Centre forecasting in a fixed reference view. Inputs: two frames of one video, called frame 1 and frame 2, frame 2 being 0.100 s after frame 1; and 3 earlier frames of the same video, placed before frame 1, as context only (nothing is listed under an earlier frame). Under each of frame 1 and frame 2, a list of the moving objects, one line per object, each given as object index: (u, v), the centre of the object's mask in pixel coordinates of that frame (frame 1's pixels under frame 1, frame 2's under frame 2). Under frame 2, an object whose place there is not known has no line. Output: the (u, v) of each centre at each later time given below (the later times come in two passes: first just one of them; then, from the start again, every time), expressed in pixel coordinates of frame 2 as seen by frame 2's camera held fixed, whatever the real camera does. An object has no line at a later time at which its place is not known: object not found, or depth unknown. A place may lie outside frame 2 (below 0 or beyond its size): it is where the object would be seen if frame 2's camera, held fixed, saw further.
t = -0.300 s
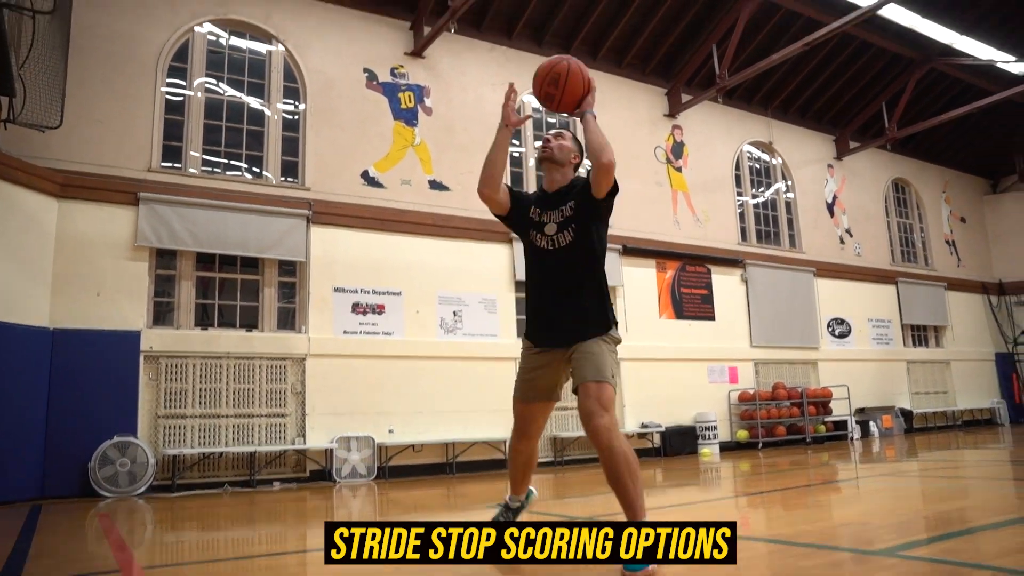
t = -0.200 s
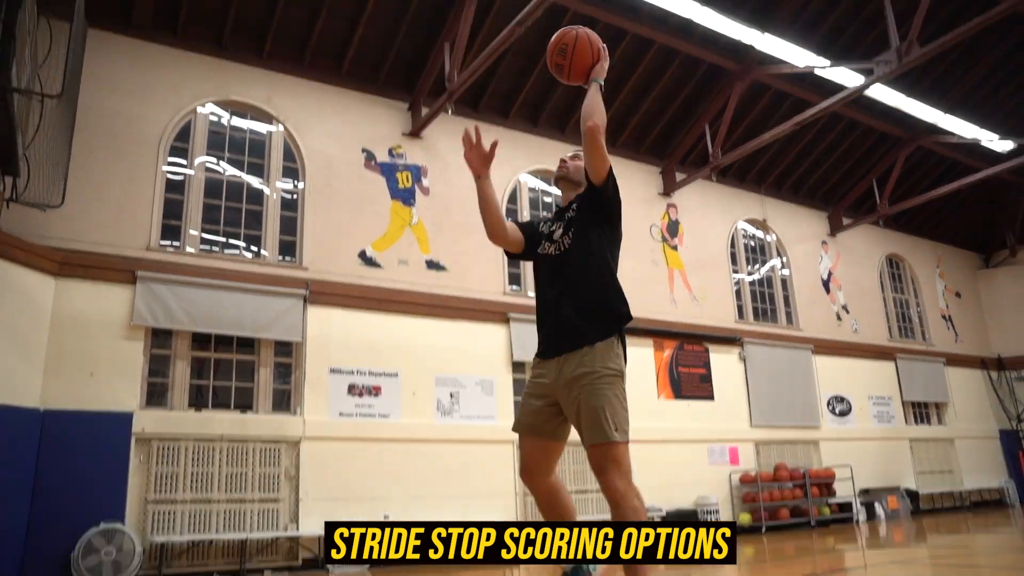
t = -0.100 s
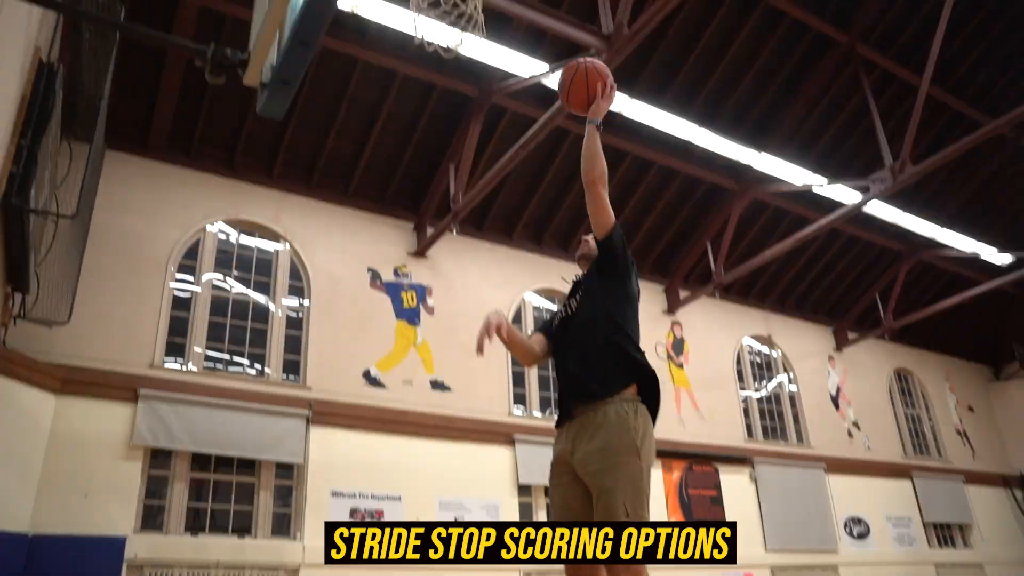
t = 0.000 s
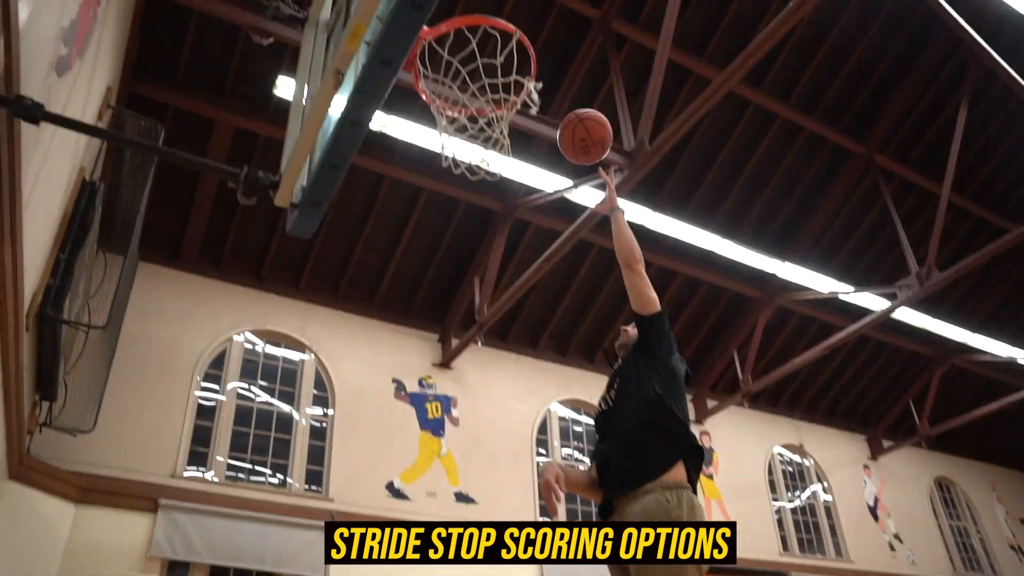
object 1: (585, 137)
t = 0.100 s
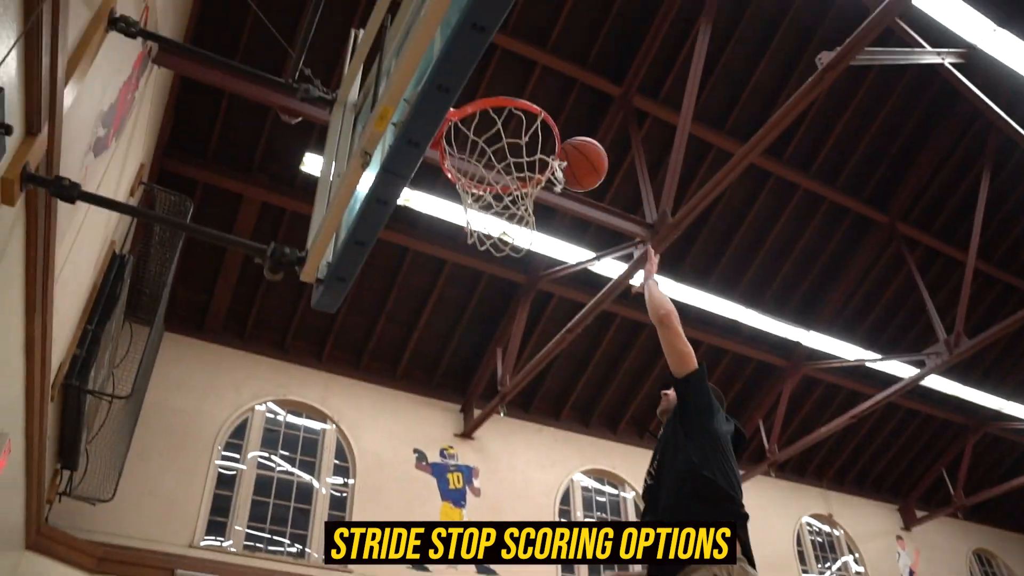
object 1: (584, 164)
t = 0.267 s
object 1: (539, 119)
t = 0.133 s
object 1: (578, 151)
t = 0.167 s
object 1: (567, 139)
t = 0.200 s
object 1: (555, 132)
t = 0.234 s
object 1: (547, 125)
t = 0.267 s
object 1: (539, 119)
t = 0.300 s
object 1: (530, 115)
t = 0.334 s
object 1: (522, 112)
